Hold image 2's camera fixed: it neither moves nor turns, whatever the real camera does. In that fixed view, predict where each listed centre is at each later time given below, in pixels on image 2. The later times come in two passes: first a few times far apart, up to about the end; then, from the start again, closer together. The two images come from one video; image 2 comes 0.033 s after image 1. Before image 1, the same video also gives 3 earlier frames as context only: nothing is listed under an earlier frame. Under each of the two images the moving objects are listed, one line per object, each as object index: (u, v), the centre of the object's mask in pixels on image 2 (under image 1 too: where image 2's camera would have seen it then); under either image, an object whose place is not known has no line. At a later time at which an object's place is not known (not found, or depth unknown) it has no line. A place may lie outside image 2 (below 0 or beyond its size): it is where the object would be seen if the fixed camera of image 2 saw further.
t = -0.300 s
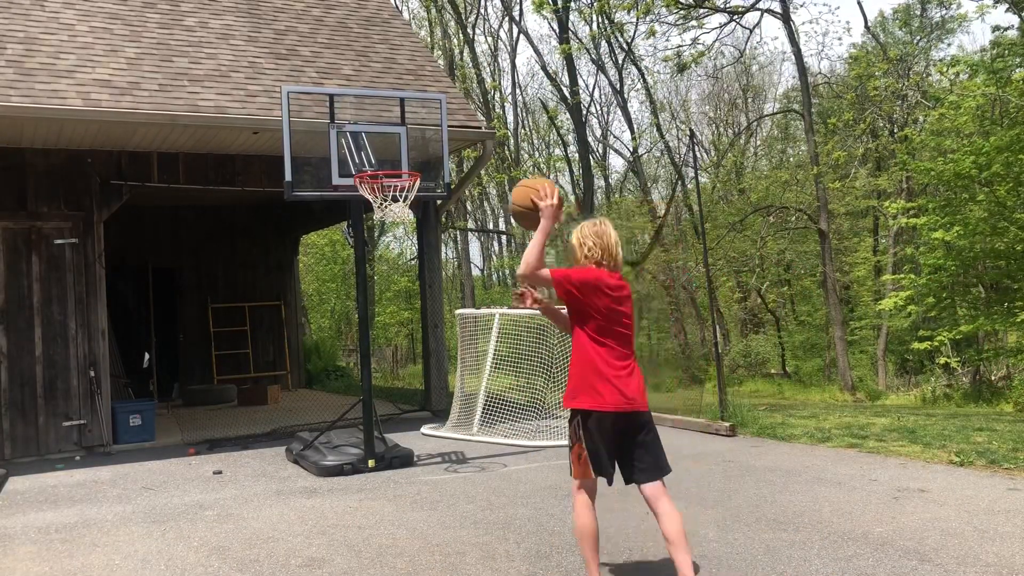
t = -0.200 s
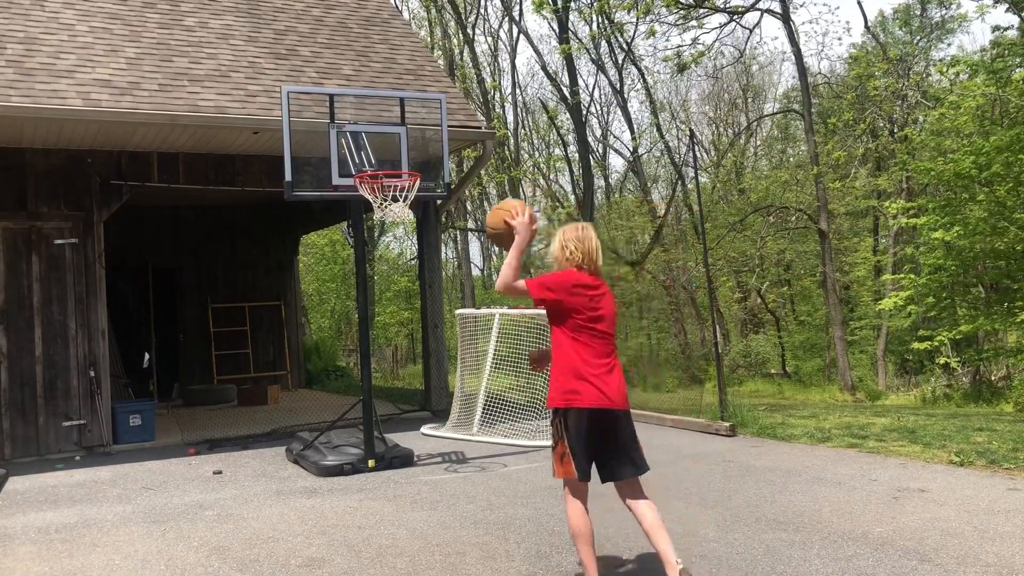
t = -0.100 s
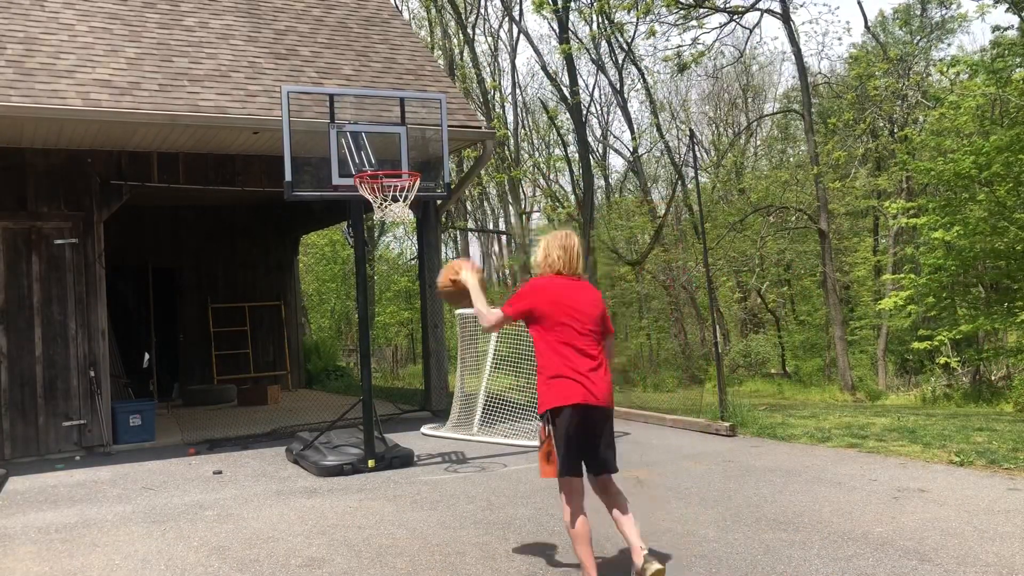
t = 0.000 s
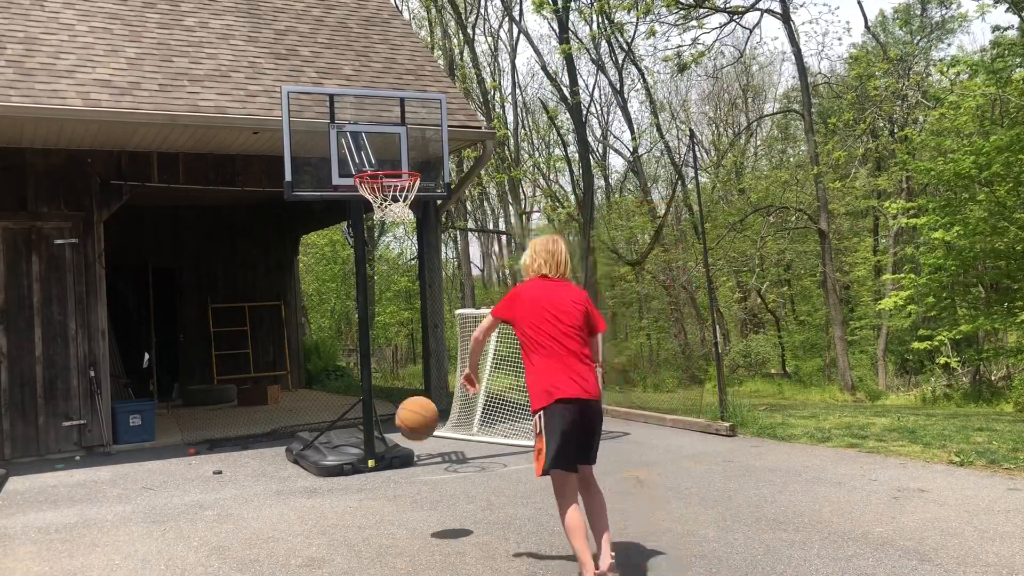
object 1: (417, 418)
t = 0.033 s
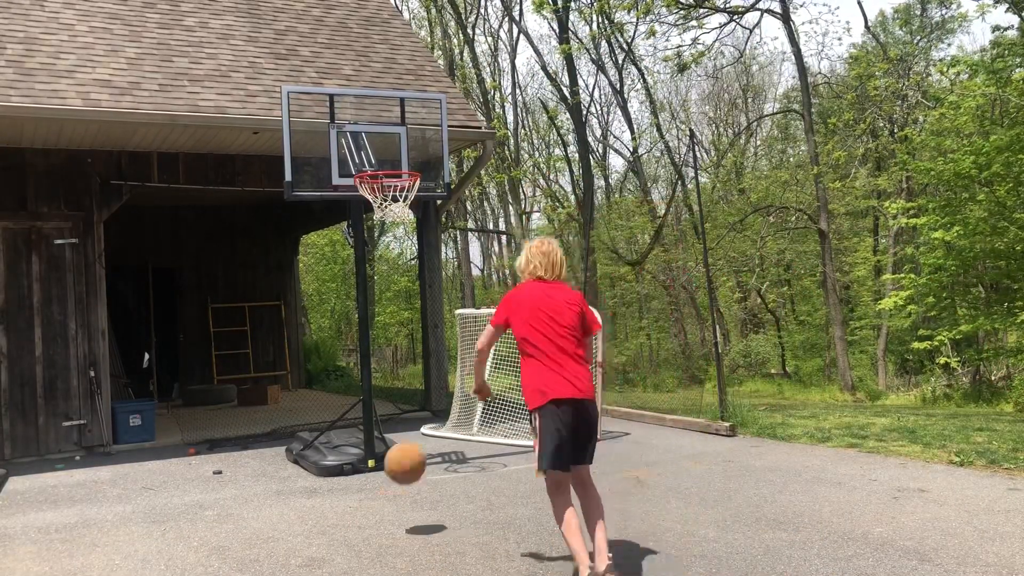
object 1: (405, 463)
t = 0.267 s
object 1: (348, 317)
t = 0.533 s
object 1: (303, 178)
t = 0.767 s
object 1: (298, 104)
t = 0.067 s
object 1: (395, 507)
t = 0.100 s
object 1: (386, 478)
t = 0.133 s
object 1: (378, 440)
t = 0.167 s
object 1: (369, 406)
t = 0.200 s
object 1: (363, 374)
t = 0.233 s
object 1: (356, 344)
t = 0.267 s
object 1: (348, 317)
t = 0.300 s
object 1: (342, 293)
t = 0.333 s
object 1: (334, 270)
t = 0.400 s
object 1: (323, 233)
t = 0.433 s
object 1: (316, 218)
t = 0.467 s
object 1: (311, 204)
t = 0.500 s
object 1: (305, 192)
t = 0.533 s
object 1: (303, 178)
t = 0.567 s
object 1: (302, 163)
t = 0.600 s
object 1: (300, 150)
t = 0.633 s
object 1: (300, 138)
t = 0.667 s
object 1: (299, 127)
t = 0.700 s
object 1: (299, 119)
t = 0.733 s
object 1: (298, 110)
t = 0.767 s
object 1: (298, 104)
